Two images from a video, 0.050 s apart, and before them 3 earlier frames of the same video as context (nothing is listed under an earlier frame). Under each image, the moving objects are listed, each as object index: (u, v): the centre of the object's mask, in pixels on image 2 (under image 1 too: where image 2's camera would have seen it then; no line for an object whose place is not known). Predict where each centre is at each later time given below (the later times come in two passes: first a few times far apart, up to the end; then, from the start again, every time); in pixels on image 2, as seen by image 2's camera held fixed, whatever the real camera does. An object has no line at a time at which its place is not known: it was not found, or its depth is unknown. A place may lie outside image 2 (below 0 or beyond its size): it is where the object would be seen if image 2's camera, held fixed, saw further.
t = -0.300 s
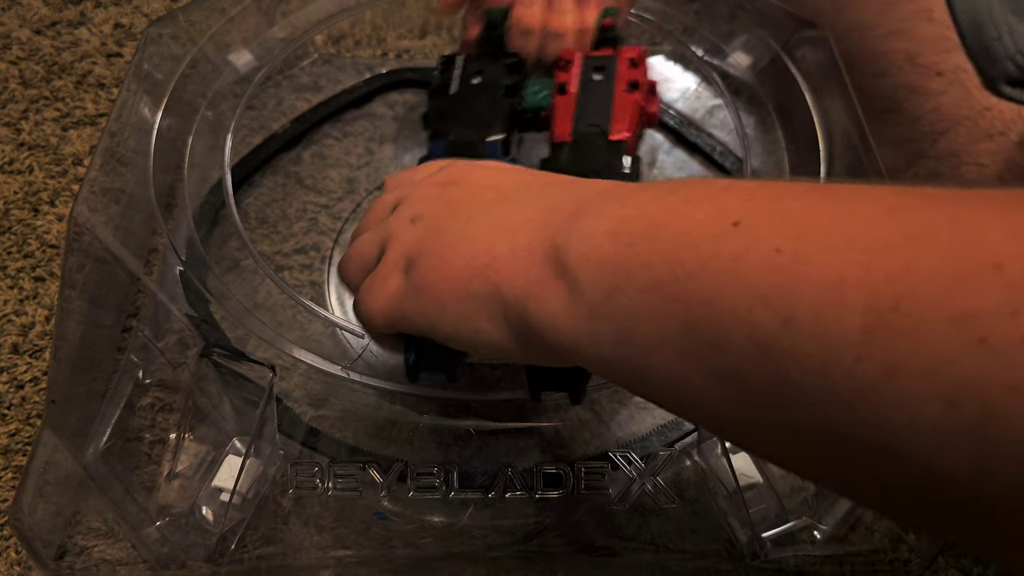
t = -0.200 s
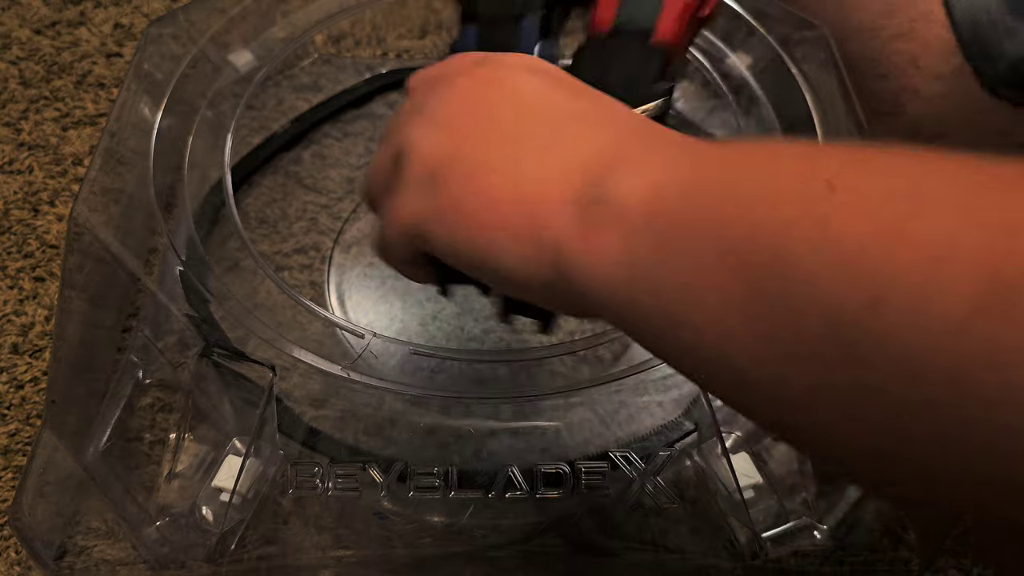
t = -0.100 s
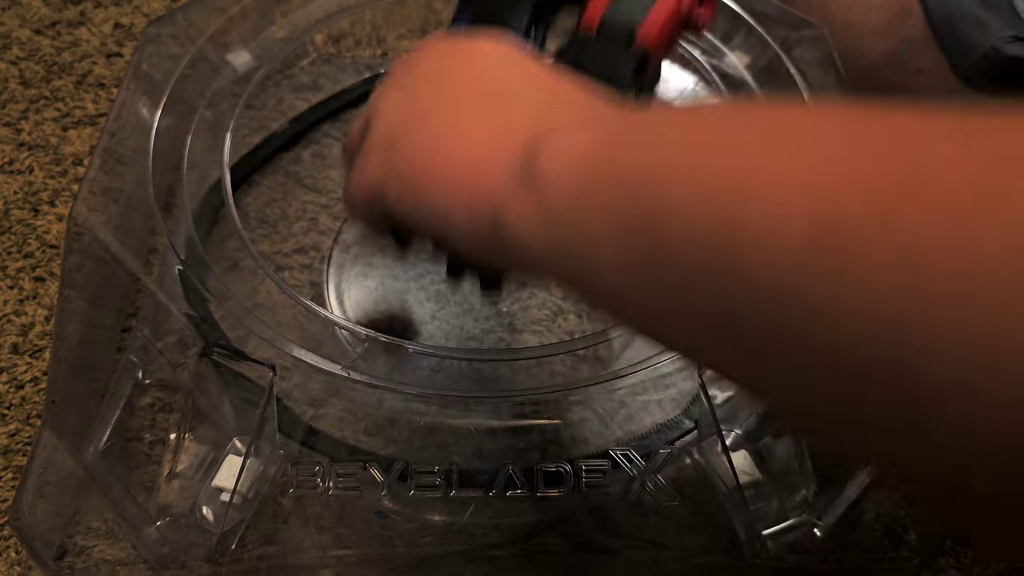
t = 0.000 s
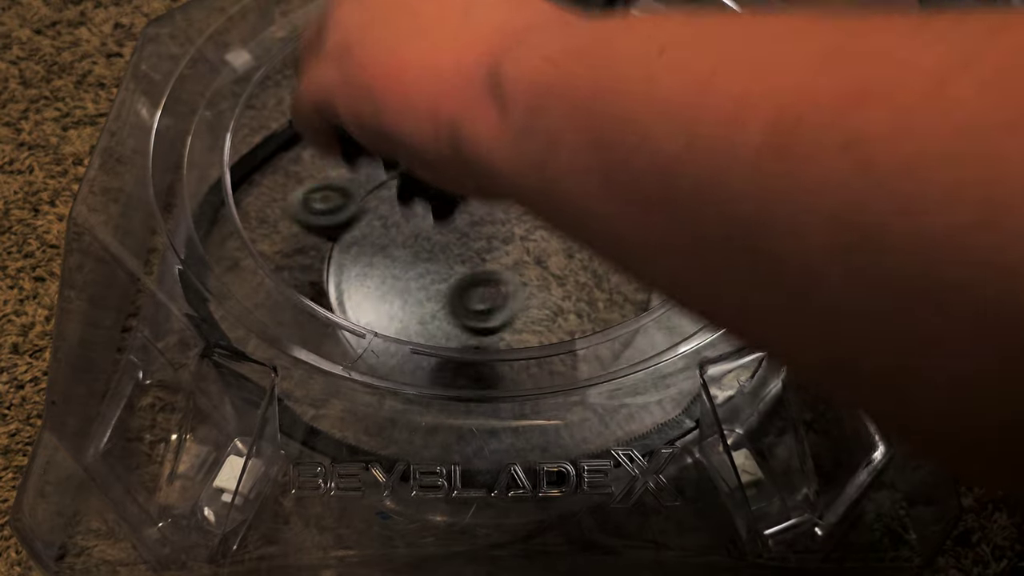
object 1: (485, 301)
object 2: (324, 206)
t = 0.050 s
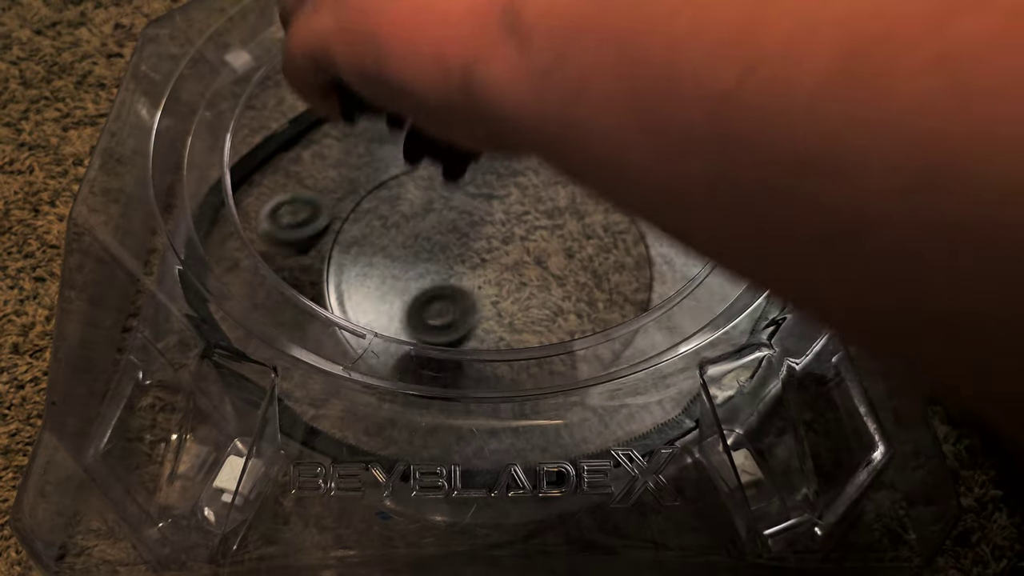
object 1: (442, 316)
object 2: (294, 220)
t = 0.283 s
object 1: (392, 309)
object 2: (222, 247)
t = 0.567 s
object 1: (527, 299)
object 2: (295, 324)
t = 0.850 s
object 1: (481, 233)
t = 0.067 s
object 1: (431, 315)
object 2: (286, 229)
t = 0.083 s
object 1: (419, 316)
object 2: (280, 233)
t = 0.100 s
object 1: (411, 315)
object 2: (272, 228)
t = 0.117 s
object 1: (404, 314)
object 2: (268, 226)
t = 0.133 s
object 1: (397, 313)
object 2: (258, 226)
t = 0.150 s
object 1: (392, 312)
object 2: (251, 229)
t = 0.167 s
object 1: (388, 311)
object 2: (243, 235)
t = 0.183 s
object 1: (386, 310)
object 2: (237, 240)
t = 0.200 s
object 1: (384, 310)
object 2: (233, 239)
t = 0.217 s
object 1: (384, 309)
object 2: (230, 241)
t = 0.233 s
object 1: (384, 309)
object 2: (228, 243)
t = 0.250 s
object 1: (386, 309)
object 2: (221, 244)
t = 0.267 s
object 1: (388, 309)
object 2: (222, 246)
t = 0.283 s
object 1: (392, 309)
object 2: (222, 247)
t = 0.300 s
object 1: (396, 309)
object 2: (222, 248)
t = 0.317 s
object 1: (402, 309)
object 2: (222, 249)
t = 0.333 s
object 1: (409, 309)
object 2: (223, 252)
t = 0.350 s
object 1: (415, 309)
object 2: (224, 256)
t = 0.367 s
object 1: (424, 309)
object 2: (218, 265)
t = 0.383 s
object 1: (432, 308)
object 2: (222, 270)
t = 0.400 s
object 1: (441, 308)
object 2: (227, 275)
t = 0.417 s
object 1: (451, 307)
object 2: (243, 277)
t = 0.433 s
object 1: (460, 307)
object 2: (247, 283)
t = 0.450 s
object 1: (470, 307)
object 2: (248, 288)
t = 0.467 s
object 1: (479, 306)
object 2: (257, 293)
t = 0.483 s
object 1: (489, 304)
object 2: (263, 298)
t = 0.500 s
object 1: (499, 304)
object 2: (268, 303)
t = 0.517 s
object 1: (507, 303)
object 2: (275, 308)
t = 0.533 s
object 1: (515, 302)
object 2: (282, 314)
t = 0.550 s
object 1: (522, 300)
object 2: (289, 319)
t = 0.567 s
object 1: (527, 299)
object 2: (295, 324)
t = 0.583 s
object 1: (532, 297)
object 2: (303, 328)
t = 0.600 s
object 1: (535, 295)
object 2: (310, 332)
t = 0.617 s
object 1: (538, 292)
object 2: (319, 337)
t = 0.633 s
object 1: (539, 289)
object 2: (325, 340)
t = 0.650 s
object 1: (540, 285)
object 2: (330, 343)
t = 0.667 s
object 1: (539, 281)
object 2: (340, 354)
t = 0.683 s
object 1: (538, 277)
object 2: (344, 357)
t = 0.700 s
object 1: (535, 273)
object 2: (353, 366)
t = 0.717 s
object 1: (532, 268)
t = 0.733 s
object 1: (528, 263)
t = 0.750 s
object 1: (523, 259)
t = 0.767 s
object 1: (518, 254)
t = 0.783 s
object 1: (511, 250)
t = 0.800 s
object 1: (504, 244)
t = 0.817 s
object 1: (497, 240)
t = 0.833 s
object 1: (489, 236)
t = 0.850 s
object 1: (481, 233)
